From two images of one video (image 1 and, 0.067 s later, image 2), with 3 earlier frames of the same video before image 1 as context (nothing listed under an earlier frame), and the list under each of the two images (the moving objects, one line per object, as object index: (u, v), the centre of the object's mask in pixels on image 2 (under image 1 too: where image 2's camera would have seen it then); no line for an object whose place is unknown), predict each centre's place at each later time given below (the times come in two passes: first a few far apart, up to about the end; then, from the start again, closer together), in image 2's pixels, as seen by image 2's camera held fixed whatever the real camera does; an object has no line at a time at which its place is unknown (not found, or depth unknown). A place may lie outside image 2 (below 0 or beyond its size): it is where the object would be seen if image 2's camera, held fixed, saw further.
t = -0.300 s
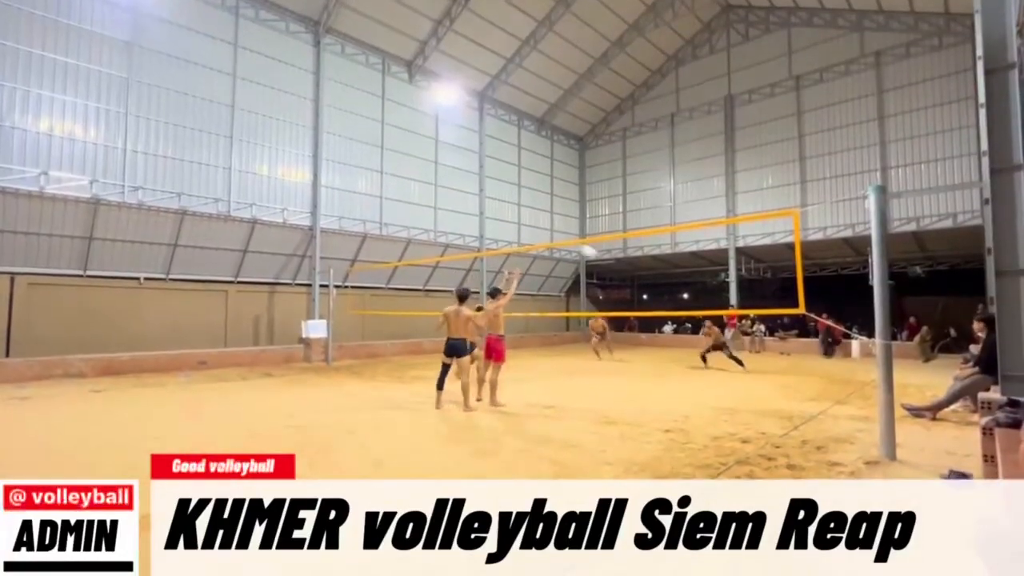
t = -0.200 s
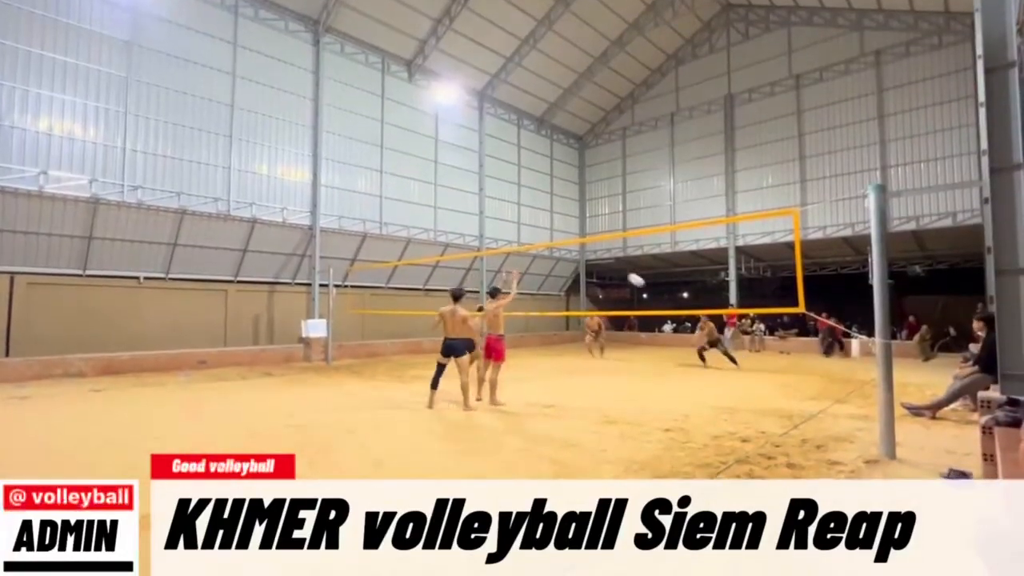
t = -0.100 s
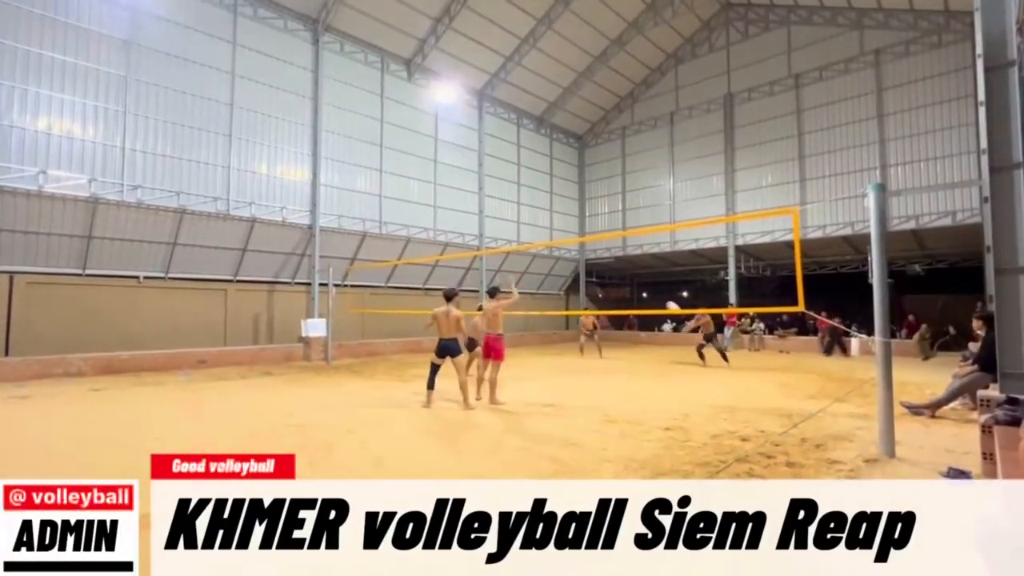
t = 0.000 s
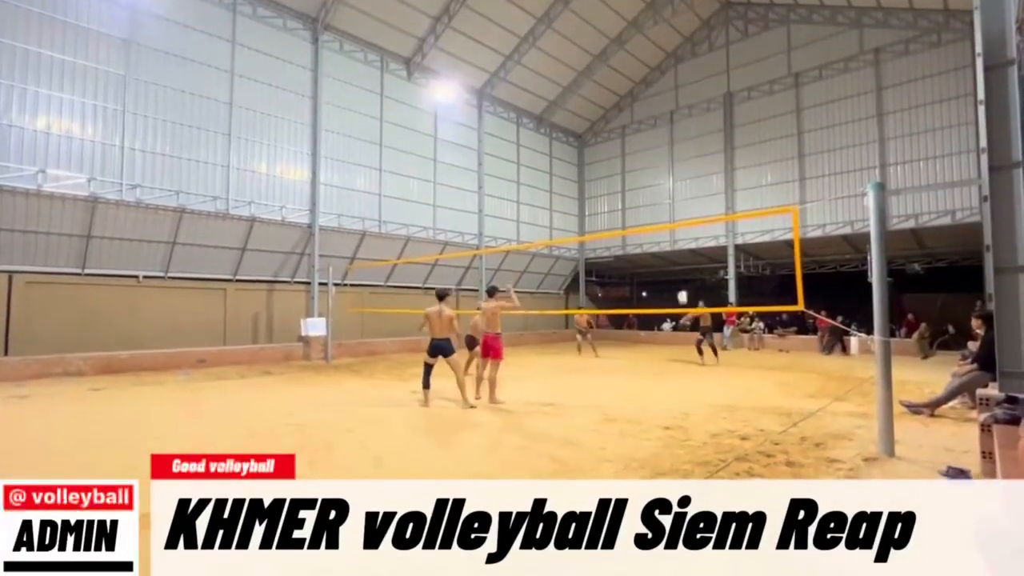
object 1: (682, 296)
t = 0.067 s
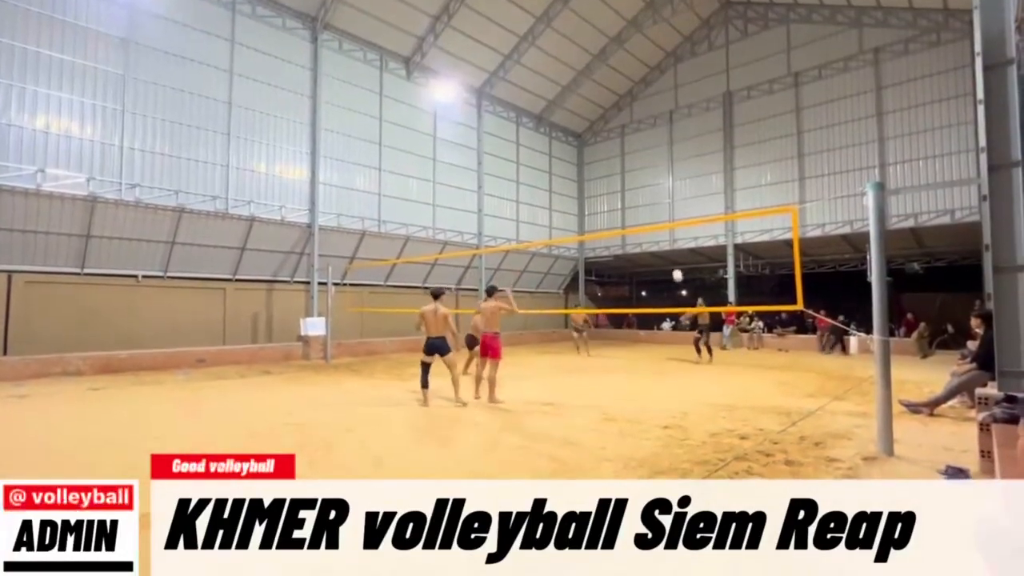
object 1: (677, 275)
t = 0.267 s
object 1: (665, 218)
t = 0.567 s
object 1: (646, 162)
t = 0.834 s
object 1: (629, 139)
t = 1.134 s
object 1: (609, 149)
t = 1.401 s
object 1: (590, 194)
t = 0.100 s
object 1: (675, 265)
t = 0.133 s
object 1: (672, 255)
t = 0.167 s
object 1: (671, 245)
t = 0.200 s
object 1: (669, 236)
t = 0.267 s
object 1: (665, 218)
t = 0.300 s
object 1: (663, 211)
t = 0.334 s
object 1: (660, 202)
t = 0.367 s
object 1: (658, 196)
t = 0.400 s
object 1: (656, 189)
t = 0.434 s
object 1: (654, 182)
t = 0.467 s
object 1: (652, 177)
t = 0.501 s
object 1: (650, 171)
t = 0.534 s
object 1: (648, 166)
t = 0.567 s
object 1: (646, 162)
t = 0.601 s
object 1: (644, 158)
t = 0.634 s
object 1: (642, 154)
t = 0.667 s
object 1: (639, 150)
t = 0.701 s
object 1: (637, 147)
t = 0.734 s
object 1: (635, 144)
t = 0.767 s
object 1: (633, 142)
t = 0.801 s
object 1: (631, 140)
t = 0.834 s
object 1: (629, 139)
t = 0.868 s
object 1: (627, 138)
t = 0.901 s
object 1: (625, 138)
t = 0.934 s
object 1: (622, 138)
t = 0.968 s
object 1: (620, 139)
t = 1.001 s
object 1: (618, 140)
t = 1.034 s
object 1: (616, 141)
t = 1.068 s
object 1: (614, 143)
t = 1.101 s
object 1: (612, 146)
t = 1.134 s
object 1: (609, 149)
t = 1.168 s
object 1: (607, 153)
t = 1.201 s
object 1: (605, 157)
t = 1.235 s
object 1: (602, 162)
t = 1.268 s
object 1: (600, 167)
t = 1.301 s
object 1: (598, 173)
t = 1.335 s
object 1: (595, 180)
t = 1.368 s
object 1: (592, 187)
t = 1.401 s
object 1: (590, 194)
